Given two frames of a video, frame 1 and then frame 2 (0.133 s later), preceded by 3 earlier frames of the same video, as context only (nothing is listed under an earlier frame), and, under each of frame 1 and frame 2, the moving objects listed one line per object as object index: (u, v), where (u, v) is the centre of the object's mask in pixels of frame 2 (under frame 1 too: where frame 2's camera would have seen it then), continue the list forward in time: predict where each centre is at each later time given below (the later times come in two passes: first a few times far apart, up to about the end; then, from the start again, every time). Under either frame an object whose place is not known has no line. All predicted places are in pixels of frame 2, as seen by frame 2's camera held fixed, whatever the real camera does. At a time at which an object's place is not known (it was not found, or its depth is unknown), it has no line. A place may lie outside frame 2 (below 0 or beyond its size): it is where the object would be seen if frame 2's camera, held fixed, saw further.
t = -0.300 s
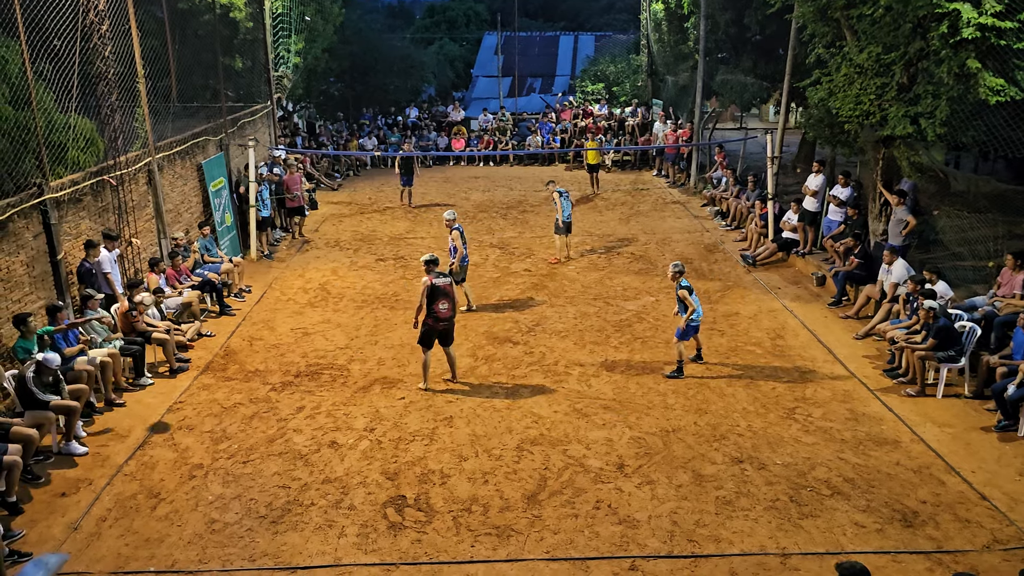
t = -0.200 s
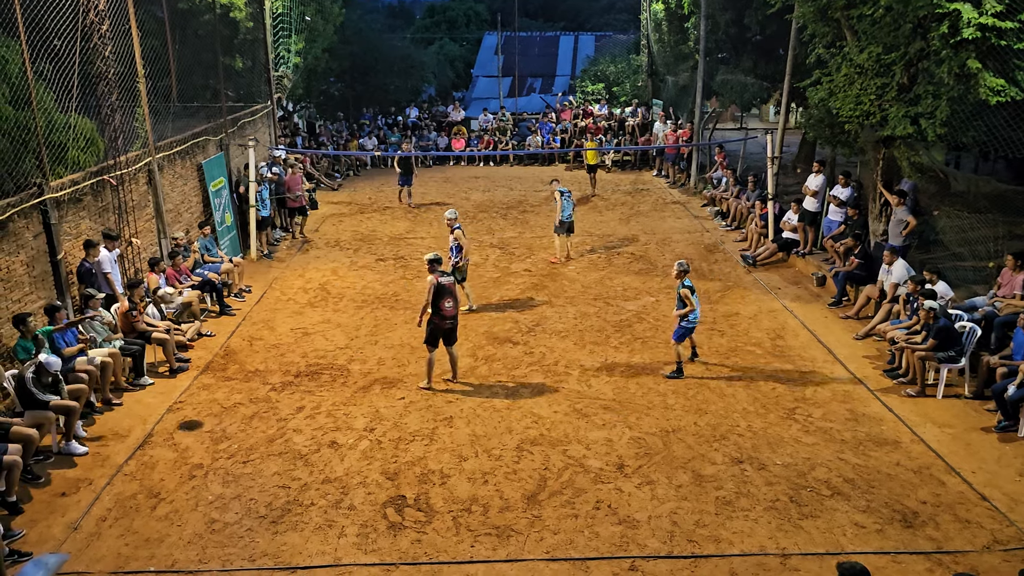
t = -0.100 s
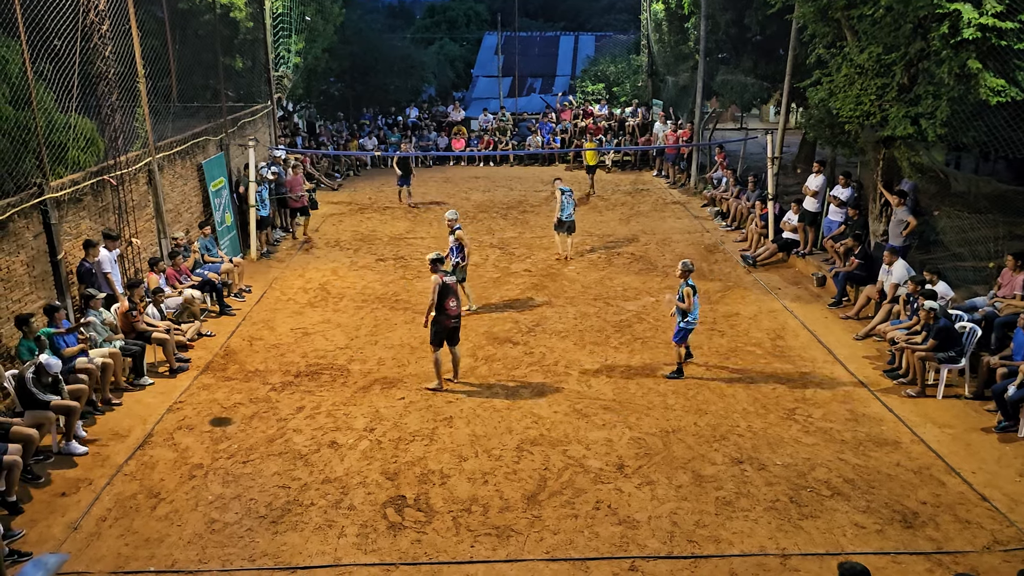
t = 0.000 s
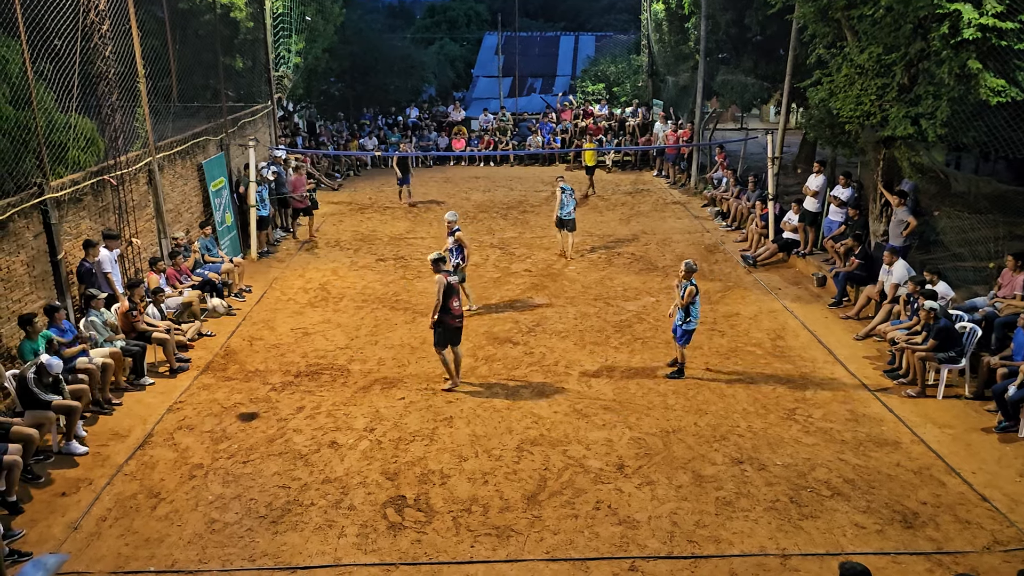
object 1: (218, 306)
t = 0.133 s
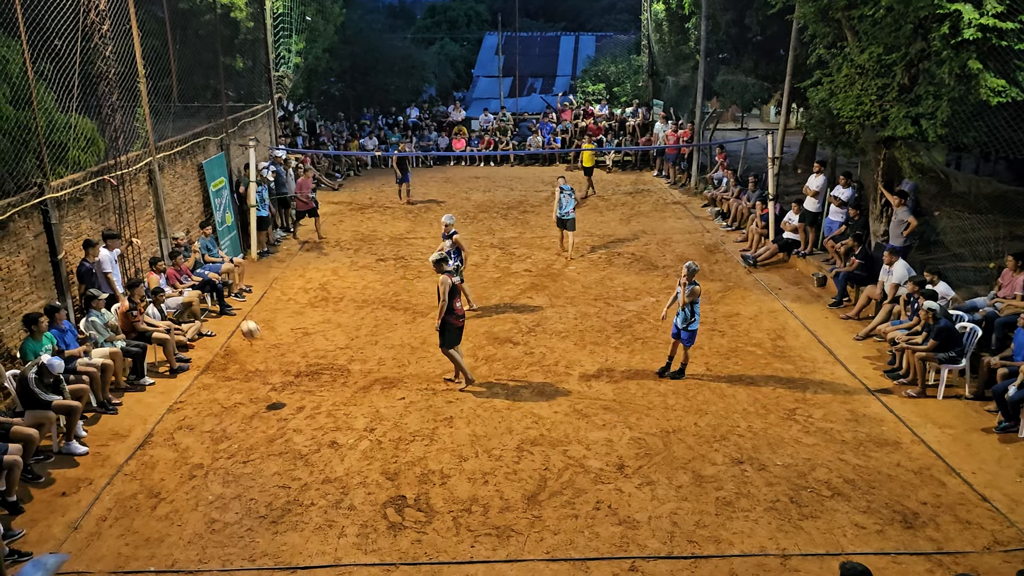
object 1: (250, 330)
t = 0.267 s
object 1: (283, 365)
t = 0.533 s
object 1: (307, 345)
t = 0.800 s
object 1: (322, 336)
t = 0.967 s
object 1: (333, 354)
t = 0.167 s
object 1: (258, 337)
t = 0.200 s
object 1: (266, 345)
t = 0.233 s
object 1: (274, 354)
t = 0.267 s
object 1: (283, 365)
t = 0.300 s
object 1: (292, 375)
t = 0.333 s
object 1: (298, 383)
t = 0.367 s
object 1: (300, 374)
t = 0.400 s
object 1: (301, 368)
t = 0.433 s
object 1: (303, 360)
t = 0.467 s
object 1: (304, 355)
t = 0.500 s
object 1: (306, 350)
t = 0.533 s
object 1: (307, 345)
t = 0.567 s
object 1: (308, 341)
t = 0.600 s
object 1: (310, 338)
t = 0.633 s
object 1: (312, 336)
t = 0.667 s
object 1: (314, 334)
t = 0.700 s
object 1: (316, 333)
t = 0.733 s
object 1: (318, 333)
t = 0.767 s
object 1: (320, 334)
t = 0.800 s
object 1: (322, 336)
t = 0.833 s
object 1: (324, 338)
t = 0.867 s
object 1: (326, 341)
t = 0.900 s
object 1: (329, 344)
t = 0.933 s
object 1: (331, 349)
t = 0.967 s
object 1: (333, 354)
